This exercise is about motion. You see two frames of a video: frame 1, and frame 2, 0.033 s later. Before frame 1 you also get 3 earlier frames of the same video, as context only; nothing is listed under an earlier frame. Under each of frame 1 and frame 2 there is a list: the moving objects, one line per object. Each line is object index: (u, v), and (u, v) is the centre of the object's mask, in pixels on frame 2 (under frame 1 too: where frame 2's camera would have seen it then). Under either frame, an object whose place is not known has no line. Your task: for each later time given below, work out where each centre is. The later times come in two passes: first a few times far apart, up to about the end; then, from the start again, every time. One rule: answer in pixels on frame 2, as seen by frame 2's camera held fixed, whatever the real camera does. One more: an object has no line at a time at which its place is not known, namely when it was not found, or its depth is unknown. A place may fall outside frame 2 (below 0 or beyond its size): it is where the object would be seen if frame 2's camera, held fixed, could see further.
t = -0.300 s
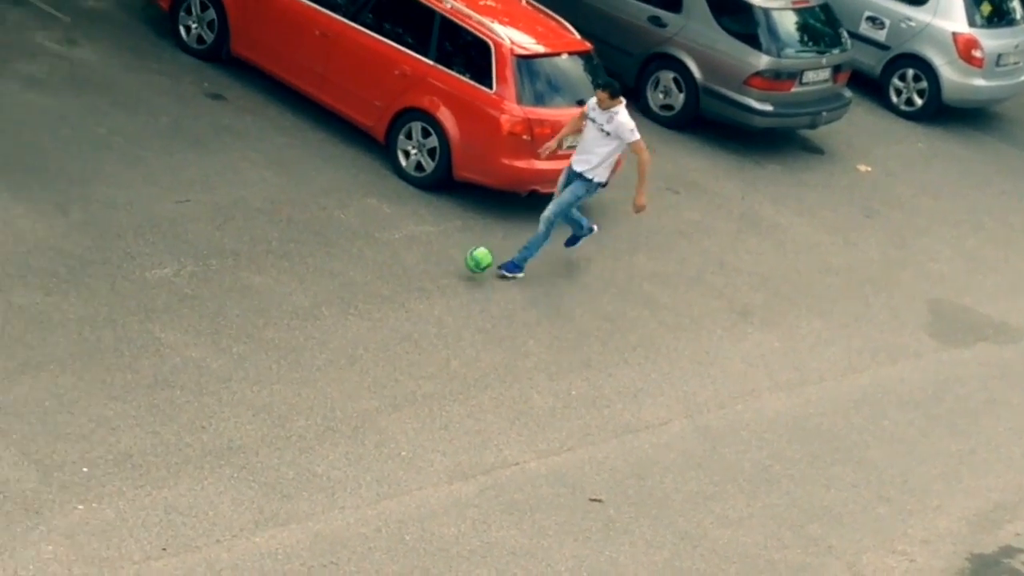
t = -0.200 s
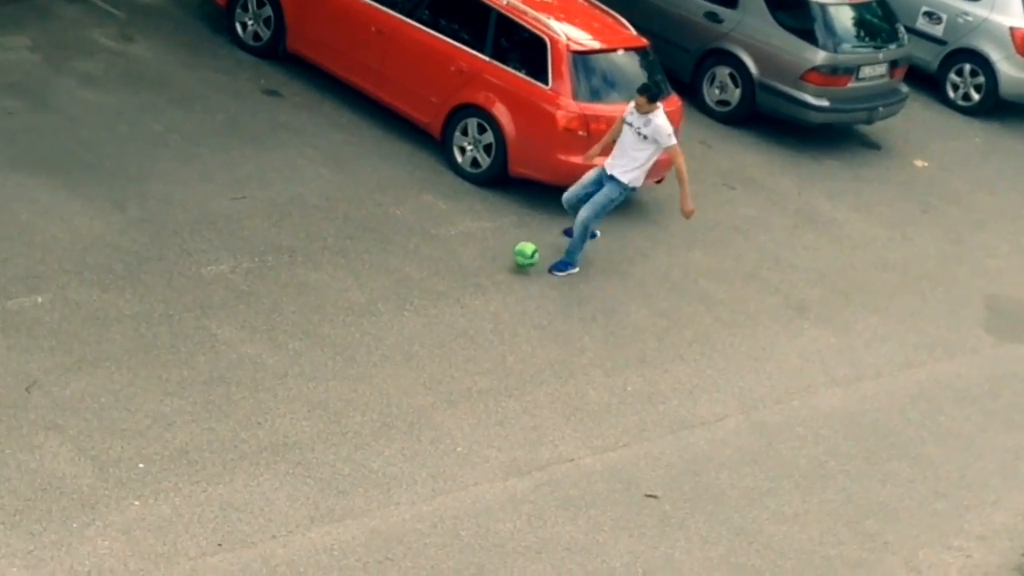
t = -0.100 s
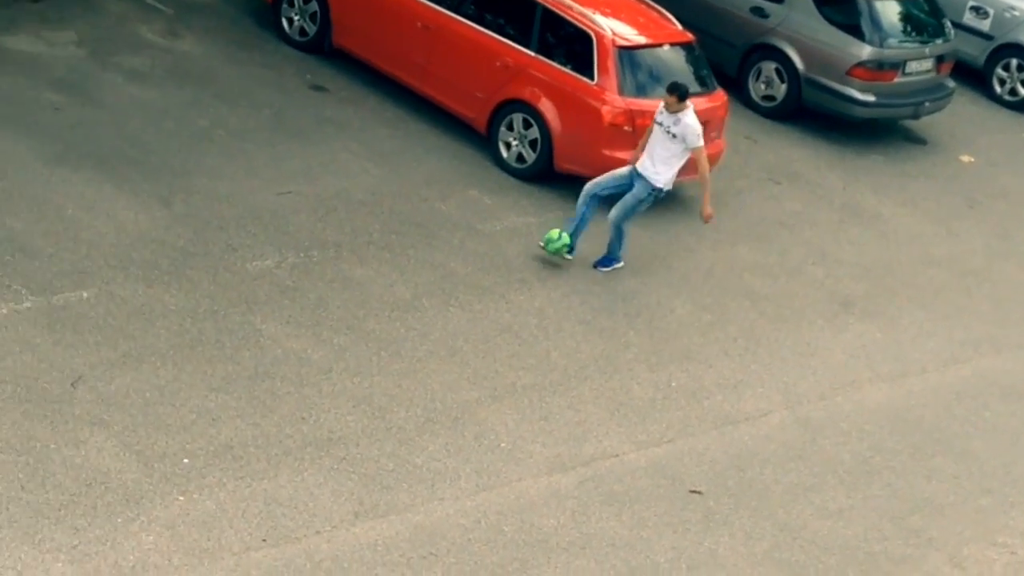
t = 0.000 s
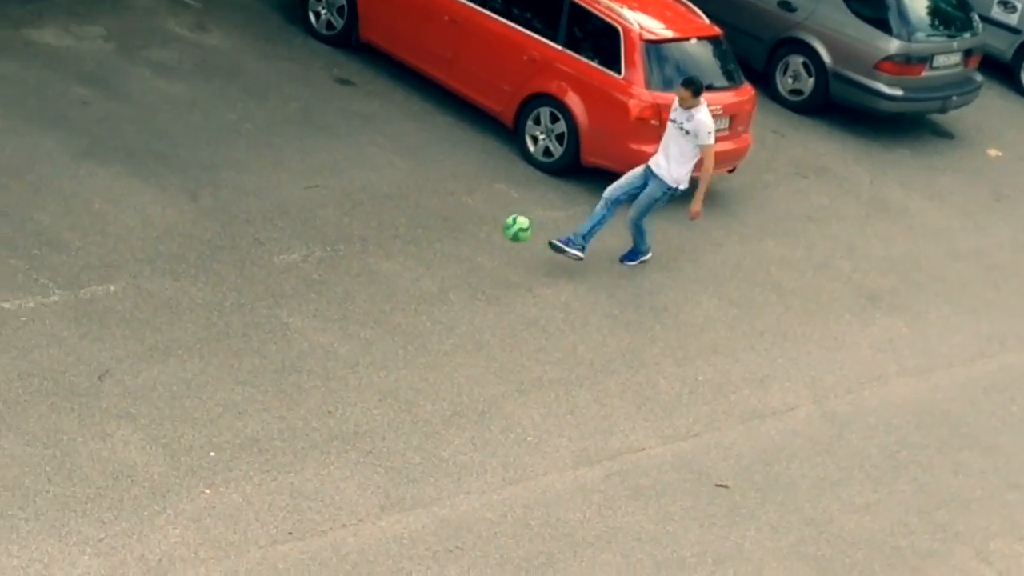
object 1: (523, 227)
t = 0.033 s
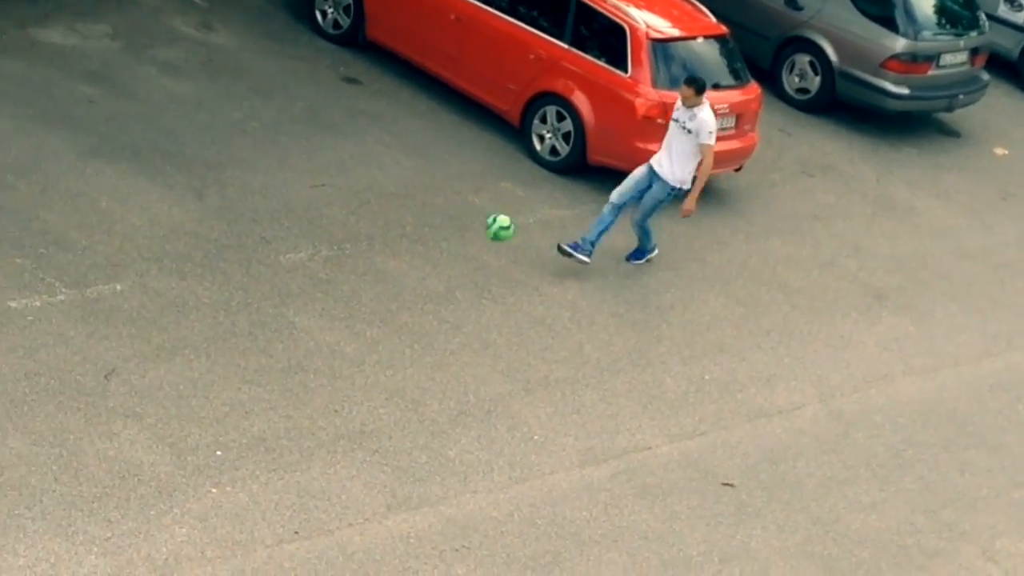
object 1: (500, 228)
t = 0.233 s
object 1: (332, 261)
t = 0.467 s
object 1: (90, 373)
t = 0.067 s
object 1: (475, 229)
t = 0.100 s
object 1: (448, 232)
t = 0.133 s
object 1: (421, 237)
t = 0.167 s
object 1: (393, 244)
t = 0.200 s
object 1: (363, 252)
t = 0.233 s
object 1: (332, 261)
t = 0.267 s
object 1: (300, 272)
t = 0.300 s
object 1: (268, 285)
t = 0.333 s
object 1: (234, 299)
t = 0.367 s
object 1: (199, 315)
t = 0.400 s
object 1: (164, 332)
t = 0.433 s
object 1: (128, 352)
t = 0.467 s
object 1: (90, 373)
